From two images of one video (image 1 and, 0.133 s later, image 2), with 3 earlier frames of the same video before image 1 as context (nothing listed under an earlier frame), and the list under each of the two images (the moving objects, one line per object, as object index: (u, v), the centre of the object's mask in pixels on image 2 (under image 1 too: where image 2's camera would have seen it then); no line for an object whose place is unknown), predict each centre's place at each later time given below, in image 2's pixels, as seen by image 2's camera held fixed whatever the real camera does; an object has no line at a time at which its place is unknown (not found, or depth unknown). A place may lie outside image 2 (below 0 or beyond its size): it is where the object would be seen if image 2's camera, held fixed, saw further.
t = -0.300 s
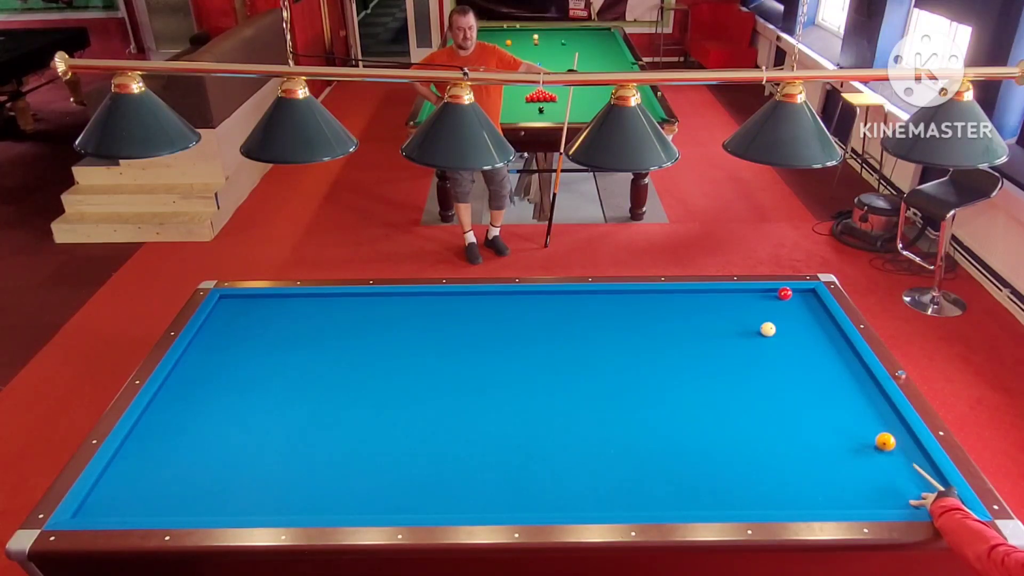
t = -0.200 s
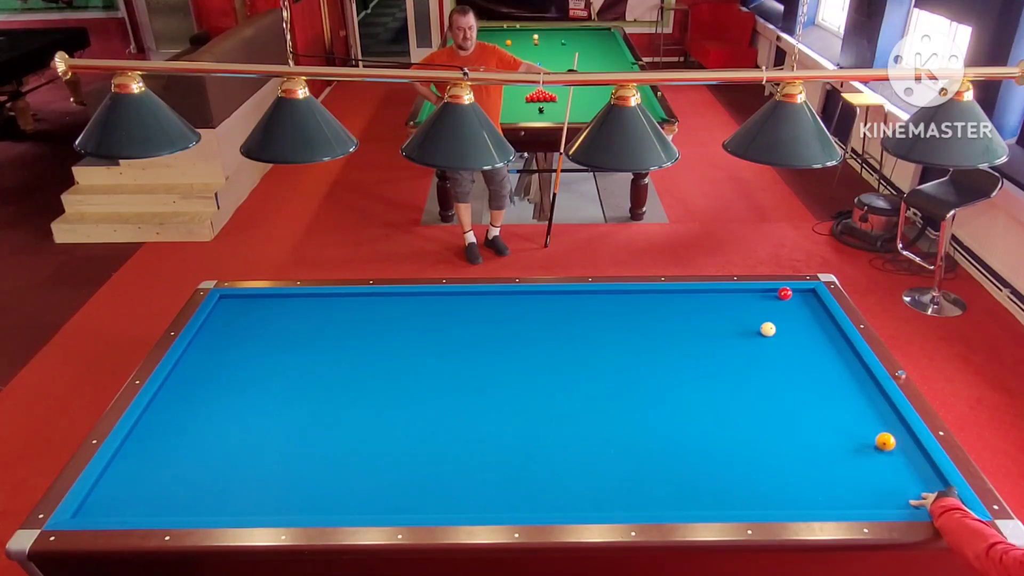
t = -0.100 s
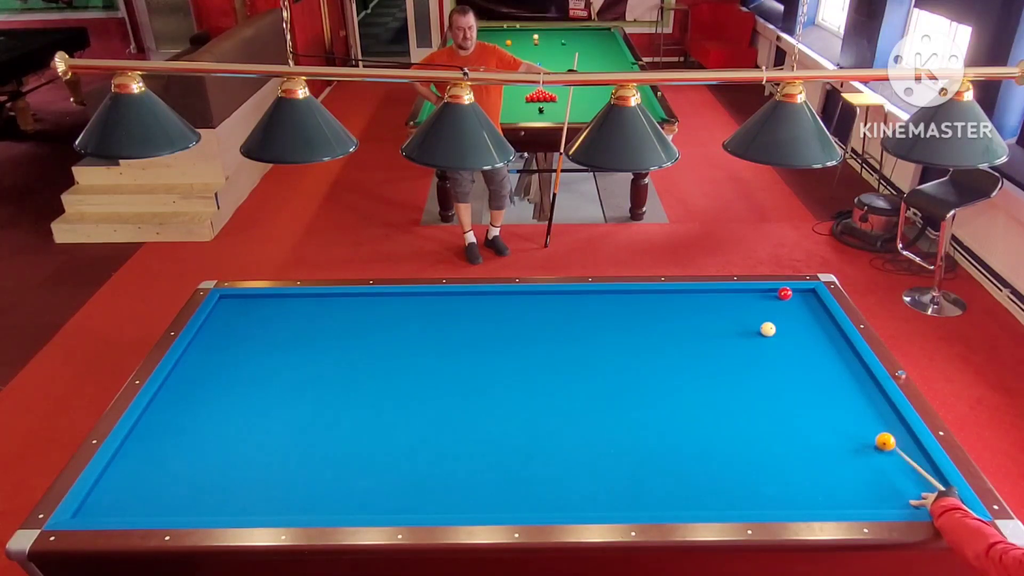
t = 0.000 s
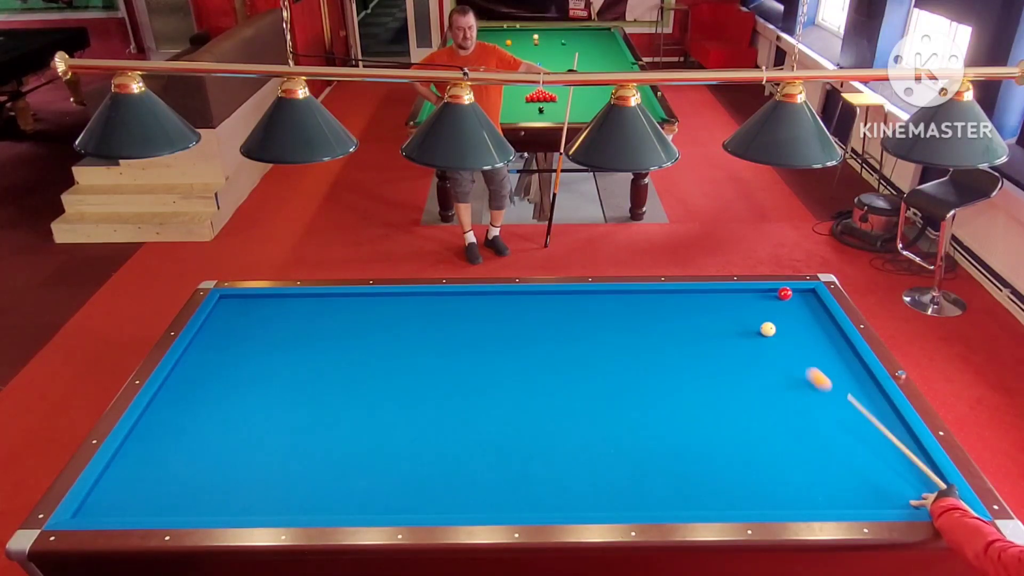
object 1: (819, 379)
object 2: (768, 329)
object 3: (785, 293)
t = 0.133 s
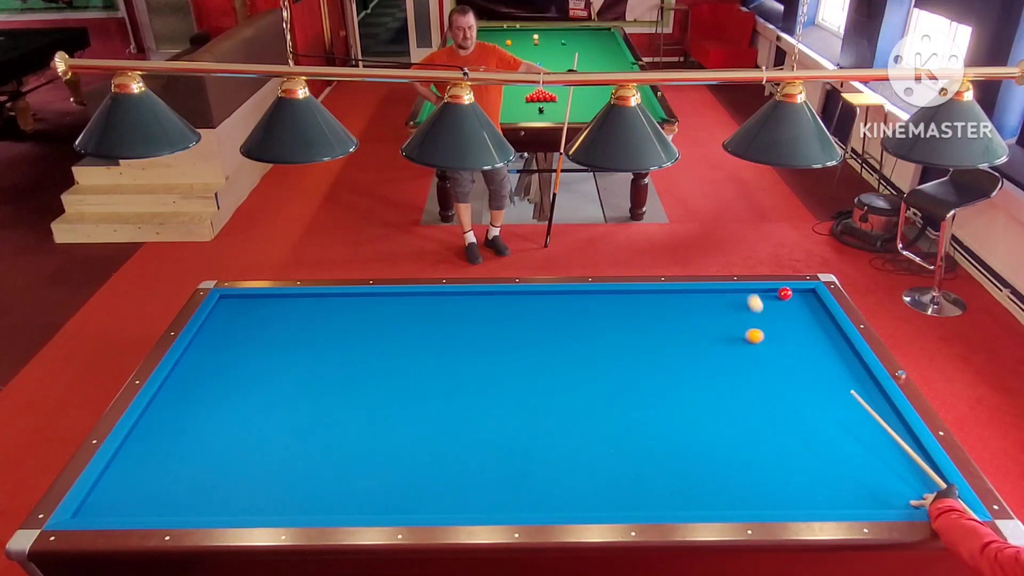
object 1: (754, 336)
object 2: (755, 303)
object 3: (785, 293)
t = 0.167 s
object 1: (744, 335)
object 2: (749, 293)
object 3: (785, 293)
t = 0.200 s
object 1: (734, 334)
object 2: (755, 302)
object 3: (785, 293)
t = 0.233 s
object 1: (724, 333)
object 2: (761, 313)
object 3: (785, 293)
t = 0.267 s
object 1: (713, 331)
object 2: (767, 324)
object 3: (785, 293)
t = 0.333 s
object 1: (693, 327)
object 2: (780, 347)
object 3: (785, 293)
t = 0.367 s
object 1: (682, 325)
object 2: (786, 359)
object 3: (785, 293)
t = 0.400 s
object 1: (672, 322)
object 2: (793, 371)
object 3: (785, 293)
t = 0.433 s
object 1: (662, 319)
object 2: (800, 383)
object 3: (785, 293)
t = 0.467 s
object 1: (652, 317)
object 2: (807, 396)
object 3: (785, 293)
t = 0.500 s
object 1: (642, 314)
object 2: (815, 409)
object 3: (785, 293)
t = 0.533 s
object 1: (632, 310)
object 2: (822, 422)
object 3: (785, 293)
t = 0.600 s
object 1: (612, 303)
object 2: (838, 450)
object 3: (785, 293)
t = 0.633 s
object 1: (602, 299)
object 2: (846, 464)
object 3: (785, 293)
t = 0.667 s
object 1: (593, 295)
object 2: (855, 480)
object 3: (785, 293)
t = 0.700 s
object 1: (584, 294)
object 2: (864, 496)
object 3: (785, 293)
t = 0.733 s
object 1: (575, 298)
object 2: (867, 500)
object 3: (785, 293)
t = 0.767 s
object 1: (565, 301)
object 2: (859, 487)
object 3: (785, 293)
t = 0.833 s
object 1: (545, 307)
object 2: (846, 463)
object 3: (785, 293)
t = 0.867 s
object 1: (536, 309)
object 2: (840, 452)
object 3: (785, 293)
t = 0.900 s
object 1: (526, 312)
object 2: (835, 441)
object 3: (785, 293)
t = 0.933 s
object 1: (516, 314)
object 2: (830, 432)
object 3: (785, 293)
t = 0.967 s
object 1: (506, 317)
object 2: (825, 423)
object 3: (785, 293)
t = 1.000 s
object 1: (496, 319)
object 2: (821, 415)
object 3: (785, 293)
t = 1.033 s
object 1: (486, 322)
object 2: (817, 407)
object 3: (785, 293)
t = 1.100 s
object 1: (465, 327)
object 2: (809, 393)
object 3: (785, 293)
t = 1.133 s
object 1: (454, 329)
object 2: (806, 387)
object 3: (785, 293)
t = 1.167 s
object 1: (444, 332)
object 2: (803, 381)
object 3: (785, 293)
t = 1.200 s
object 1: (433, 335)
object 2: (800, 375)
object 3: (785, 293)
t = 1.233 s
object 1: (422, 337)
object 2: (797, 370)
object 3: (785, 293)
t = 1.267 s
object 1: (411, 340)
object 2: (794, 364)
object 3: (785, 293)
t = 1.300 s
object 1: (400, 343)
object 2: (791, 359)
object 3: (785, 293)
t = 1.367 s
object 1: (378, 348)
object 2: (785, 348)
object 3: (785, 293)
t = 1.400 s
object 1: (367, 351)
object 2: (783, 343)
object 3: (785, 293)
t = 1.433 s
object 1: (355, 354)
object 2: (780, 338)
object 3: (785, 293)
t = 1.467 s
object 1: (344, 357)
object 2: (777, 333)
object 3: (785, 293)
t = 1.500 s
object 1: (332, 360)
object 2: (775, 328)
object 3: (785, 293)
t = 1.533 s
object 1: (320, 363)
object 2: (772, 324)
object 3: (785, 293)
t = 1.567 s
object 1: (309, 366)
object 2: (770, 319)
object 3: (785, 293)
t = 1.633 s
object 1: (285, 372)
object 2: (765, 310)
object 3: (785, 293)
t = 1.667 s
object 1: (273, 375)
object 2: (763, 306)
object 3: (785, 293)
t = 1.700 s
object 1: (261, 378)
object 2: (761, 302)
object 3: (785, 293)
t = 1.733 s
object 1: (248, 381)
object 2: (759, 298)
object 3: (785, 293)
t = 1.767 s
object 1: (236, 384)
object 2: (757, 294)
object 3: (785, 293)
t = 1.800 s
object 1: (223, 387)
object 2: (757, 294)
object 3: (785, 293)
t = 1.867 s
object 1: (197, 394)
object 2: (760, 300)
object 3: (785, 293)
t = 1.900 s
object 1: (184, 397)
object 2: (762, 303)
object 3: (785, 293)
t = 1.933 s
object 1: (171, 400)
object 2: (763, 306)
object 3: (785, 293)
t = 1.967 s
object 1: (158, 404)
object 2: (765, 308)
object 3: (785, 293)
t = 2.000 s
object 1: (156, 408)
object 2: (766, 311)
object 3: (785, 293)
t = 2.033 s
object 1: (163, 412)
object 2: (767, 313)
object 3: (785, 293)
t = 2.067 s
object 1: (169, 416)
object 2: (769, 316)
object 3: (785, 293)
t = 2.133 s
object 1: (179, 425)
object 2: (771, 321)
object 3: (785, 293)
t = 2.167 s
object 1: (184, 430)
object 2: (773, 323)
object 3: (785, 293)
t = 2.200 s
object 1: (188, 435)
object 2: (774, 326)
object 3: (785, 293)
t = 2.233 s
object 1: (192, 439)
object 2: (776, 328)
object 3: (785, 293)
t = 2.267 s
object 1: (196, 444)
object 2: (777, 331)
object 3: (785, 293)
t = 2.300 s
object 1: (200, 449)
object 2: (778, 333)
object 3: (785, 293)
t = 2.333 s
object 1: (204, 454)
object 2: (780, 336)
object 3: (785, 293)
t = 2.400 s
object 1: (212, 464)
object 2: (783, 341)
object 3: (785, 293)
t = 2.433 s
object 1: (216, 468)
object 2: (784, 344)
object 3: (785, 293)
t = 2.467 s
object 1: (221, 474)
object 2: (786, 346)
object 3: (785, 293)
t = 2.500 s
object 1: (225, 479)
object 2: (787, 349)
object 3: (785, 293)
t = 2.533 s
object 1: (229, 484)
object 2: (789, 352)
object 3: (785, 293)
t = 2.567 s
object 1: (234, 490)
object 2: (790, 355)
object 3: (785, 293)
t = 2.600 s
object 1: (238, 495)
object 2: (792, 358)
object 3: (785, 293)
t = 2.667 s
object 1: (248, 506)
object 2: (795, 363)
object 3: (785, 293)
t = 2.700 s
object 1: (253, 509)
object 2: (797, 366)
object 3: (785, 293)
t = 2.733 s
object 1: (262, 506)
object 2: (798, 369)
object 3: (785, 293)
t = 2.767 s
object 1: (270, 502)
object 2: (800, 372)
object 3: (785, 293)
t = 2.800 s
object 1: (279, 498)
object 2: (801, 375)
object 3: (785, 293)
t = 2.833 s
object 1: (287, 495)
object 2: (803, 378)
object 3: (785, 293)
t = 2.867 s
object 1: (295, 492)
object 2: (805, 381)
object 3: (785, 293)
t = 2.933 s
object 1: (310, 486)
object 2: (808, 387)
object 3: (785, 293)
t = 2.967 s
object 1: (318, 482)
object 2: (809, 390)
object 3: (785, 293)
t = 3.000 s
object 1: (325, 479)
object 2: (811, 393)
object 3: (785, 293)
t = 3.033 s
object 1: (333, 476)
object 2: (813, 396)
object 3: (785, 293)
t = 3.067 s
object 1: (340, 473)
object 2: (815, 399)
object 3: (785, 293)
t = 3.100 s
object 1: (348, 470)
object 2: (816, 402)
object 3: (785, 293)
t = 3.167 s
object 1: (362, 464)
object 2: (820, 409)
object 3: (785, 293)
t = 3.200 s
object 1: (369, 461)
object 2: (822, 412)
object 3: (785, 293)
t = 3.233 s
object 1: (376, 459)
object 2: (823, 415)
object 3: (785, 293)
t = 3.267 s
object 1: (383, 456)
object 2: (825, 418)
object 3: (785, 293)
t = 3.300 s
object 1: (390, 453)
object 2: (827, 422)
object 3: (785, 293)
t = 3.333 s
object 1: (396, 451)
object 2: (829, 425)
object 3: (785, 293)
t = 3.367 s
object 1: (403, 448)
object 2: (831, 429)
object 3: (785, 293)
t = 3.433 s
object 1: (417, 442)
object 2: (835, 435)
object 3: (785, 293)
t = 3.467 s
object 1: (423, 440)
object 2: (837, 439)
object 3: (785, 293)
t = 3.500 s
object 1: (429, 437)
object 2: (839, 442)
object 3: (785, 293)
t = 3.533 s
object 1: (436, 434)
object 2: (841, 446)
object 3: (785, 293)
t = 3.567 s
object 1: (442, 432)
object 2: (843, 449)
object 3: (785, 293)
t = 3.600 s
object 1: (448, 430)
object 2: (845, 453)
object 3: (785, 293)
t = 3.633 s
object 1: (454, 427)
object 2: (847, 457)
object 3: (785, 293)
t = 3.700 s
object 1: (466, 422)
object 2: (851, 464)
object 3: (785, 293)
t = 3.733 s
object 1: (472, 420)
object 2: (853, 468)
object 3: (785, 293)
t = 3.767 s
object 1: (478, 417)
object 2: (855, 472)
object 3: (785, 293)
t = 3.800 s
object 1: (484, 415)
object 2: (857, 475)
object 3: (785, 293)
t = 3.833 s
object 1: (490, 413)
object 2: (859, 479)
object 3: (785, 293)
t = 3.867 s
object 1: (496, 410)
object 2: (861, 483)
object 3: (785, 293)
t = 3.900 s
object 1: (501, 408)
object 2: (863, 487)
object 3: (785, 293)
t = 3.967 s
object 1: (512, 404)
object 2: (868, 495)
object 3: (785, 293)
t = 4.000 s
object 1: (518, 401)
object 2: (870, 499)
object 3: (785, 293)
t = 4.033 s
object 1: (524, 399)
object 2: (872, 502)
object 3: (785, 293)
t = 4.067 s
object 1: (529, 397)
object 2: (873, 503)
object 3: (785, 293)
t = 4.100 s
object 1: (534, 395)
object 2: (871, 501)
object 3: (785, 293)
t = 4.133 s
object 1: (539, 393)
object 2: (870, 499)
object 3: (785, 293)
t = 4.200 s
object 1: (550, 389)
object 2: (868, 494)
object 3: (785, 293)
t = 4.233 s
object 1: (555, 387)
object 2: (866, 492)
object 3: (785, 293)
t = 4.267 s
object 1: (560, 384)
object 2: (865, 490)
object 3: (785, 293)
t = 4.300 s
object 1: (565, 382)
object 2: (864, 488)
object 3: (785, 293)
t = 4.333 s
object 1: (570, 381)
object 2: (863, 485)
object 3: (785, 293)
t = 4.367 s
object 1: (575, 379)
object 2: (862, 483)
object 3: (785, 293)
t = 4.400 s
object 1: (580, 377)
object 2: (861, 481)
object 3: (785, 293)
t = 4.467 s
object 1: (589, 373)
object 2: (858, 477)
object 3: (785, 293)
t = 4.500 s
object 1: (594, 371)
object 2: (857, 475)
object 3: (785, 293)
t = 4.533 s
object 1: (599, 369)
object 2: (856, 473)
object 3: (785, 293)
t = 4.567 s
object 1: (603, 367)
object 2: (855, 471)
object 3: (785, 293)
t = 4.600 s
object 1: (608, 365)
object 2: (854, 469)
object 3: (785, 293)
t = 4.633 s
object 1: (613, 363)
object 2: (853, 467)
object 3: (785, 293)
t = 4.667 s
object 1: (617, 362)
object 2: (852, 466)
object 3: (785, 293)
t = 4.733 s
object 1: (626, 358)
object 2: (850, 462)
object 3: (785, 293)
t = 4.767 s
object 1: (631, 356)
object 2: (849, 460)
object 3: (785, 293)
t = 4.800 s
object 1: (635, 354)
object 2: (848, 458)
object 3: (785, 293)
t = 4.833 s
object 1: (639, 353)
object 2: (847, 456)
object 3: (785, 293)
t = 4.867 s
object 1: (644, 351)
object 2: (846, 455)
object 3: (785, 293)
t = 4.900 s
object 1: (648, 349)
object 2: (845, 453)
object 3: (785, 293)
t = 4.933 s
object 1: (652, 348)
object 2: (844, 451)
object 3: (785, 293)
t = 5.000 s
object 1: (660, 344)
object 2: (842, 448)
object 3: (785, 293)
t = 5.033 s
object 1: (664, 343)
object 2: (841, 446)
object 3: (785, 293)
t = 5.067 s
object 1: (668, 341)
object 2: (840, 444)
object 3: (785, 293)
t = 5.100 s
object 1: (673, 339)
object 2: (840, 443)
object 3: (785, 293)
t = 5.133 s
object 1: (676, 338)
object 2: (839, 441)
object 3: (785, 293)
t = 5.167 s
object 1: (680, 336)
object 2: (838, 440)
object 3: (785, 293)
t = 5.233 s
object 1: (688, 333)
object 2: (836, 436)
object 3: (785, 293)
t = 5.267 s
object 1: (692, 332)
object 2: (835, 435)
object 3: (785, 293)
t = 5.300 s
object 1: (696, 330)
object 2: (834, 433)
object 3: (785, 293)
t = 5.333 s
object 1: (700, 329)
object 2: (834, 432)
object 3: (785, 293)
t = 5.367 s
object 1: (703, 327)
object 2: (833, 430)
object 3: (785, 293)
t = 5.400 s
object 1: (707, 326)
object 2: (832, 429)
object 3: (785, 293)
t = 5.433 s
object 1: (710, 324)
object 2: (831, 427)
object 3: (785, 293)
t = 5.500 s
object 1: (718, 321)
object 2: (830, 425)
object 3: (785, 293)
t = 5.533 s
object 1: (721, 320)
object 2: (829, 423)
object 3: (785, 293)
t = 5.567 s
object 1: (725, 319)
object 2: (828, 422)
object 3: (785, 293)
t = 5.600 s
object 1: (729, 317)
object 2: (827, 420)
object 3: (785, 293)
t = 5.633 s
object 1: (732, 316)
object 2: (827, 419)
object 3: (785, 293)
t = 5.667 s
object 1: (736, 315)
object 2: (826, 418)
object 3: (785, 293)
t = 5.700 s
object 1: (739, 313)
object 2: (825, 416)
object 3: (785, 293)
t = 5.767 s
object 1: (746, 310)
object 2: (824, 414)
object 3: (785, 293)
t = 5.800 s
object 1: (749, 309)
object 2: (823, 412)
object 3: (785, 293)
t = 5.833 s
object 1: (753, 308)
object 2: (822, 411)
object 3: (785, 293)
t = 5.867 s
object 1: (756, 307)
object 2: (822, 410)
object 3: (785, 293)
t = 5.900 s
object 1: (759, 305)
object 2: (821, 409)
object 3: (785, 293)
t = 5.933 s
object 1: (762, 304)
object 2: (820, 407)
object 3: (785, 293)
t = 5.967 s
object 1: (765, 303)
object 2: (820, 406)
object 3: (785, 293)
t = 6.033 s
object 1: (772, 301)
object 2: (819, 404)
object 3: (785, 293)
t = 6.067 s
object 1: (775, 299)
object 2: (818, 402)
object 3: (786, 293)
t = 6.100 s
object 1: (778, 298)
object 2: (817, 401)
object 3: (786, 292)
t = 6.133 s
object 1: (779, 298)
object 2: (817, 400)
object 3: (788, 292)
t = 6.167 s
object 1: (780, 298)
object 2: (816, 399)
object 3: (790, 292)
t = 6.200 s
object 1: (782, 298)
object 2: (815, 398)
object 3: (792, 293)
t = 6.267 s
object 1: (784, 298)
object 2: (814, 396)
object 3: (796, 294)
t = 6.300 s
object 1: (785, 298)
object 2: (814, 395)
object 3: (797, 295)
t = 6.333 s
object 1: (787, 298)
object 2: (813, 394)
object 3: (799, 295)
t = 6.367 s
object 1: (788, 297)
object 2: (812, 392)
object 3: (801, 296)
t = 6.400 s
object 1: (789, 297)
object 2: (812, 391)
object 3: (803, 297)
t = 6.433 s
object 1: (790, 297)
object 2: (811, 390)
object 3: (805, 298)
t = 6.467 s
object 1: (792, 297)
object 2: (810, 389)
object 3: (807, 298)
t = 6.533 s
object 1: (794, 297)
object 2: (809, 387)
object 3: (810, 299)
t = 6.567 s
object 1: (795, 297)
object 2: (809, 386)
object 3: (812, 300)
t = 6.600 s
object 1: (796, 297)
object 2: (808, 385)
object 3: (814, 301)
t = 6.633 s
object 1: (797, 297)
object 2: (807, 384)
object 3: (816, 301)
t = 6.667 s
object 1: (798, 297)
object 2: (807, 383)
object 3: (816, 302)
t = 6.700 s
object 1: (799, 297)
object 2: (806, 382)
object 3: (816, 303)
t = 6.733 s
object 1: (800, 297)
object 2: (806, 382)
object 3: (816, 304)
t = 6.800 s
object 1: (803, 297)
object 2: (805, 380)
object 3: (815, 305)
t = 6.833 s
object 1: (804, 297)
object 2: (804, 379)
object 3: (814, 306)
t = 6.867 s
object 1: (805, 297)
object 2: (804, 378)
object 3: (814, 307)
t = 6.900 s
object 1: (806, 297)
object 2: (803, 377)
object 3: (814, 307)
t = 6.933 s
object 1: (807, 297)
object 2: (803, 376)
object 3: (814, 308)
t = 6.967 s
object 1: (808, 296)
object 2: (802, 375)
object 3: (813, 308)
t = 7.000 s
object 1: (809, 296)
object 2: (802, 374)
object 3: (813, 309)
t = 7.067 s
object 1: (811, 297)
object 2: (801, 372)
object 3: (812, 310)
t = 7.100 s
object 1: (812, 296)
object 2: (800, 372)
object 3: (812, 311)
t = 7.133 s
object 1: (813, 296)
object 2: (800, 371)
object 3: (811, 311)
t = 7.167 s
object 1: (813, 296)
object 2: (799, 370)
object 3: (811, 312)
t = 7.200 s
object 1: (812, 296)
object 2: (799, 369)
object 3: (811, 313)
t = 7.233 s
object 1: (811, 296)
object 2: (798, 368)
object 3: (810, 314)
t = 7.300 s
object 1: (810, 296)
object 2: (797, 367)
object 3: (809, 315)
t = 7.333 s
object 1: (809, 296)
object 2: (797, 366)
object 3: (809, 316)
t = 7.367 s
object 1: (809, 295)
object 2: (796, 365)
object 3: (809, 316)
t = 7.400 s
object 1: (808, 295)
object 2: (796, 365)
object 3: (808, 317)
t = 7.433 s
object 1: (808, 295)
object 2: (796, 364)
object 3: (808, 318)
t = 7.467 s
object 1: (807, 295)
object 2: (795, 363)
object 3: (807, 318)
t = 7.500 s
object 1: (807, 295)
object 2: (795, 362)
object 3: (807, 319)
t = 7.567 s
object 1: (806, 295)
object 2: (794, 361)
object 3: (806, 320)
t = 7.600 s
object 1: (805, 295)
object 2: (793, 360)
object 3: (806, 321)
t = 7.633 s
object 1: (805, 294)
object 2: (793, 360)
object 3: (805, 321)
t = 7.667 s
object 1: (804, 294)
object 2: (792, 359)
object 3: (805, 322)
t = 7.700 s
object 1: (804, 294)
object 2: (792, 358)
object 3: (805, 323)
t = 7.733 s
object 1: (803, 294)
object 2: (792, 358)
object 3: (804, 323)
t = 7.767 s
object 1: (803, 294)
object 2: (791, 357)
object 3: (804, 324)
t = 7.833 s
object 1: (802, 294)
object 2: (791, 356)
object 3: (803, 325)
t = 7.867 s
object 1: (802, 294)
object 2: (790, 355)
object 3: (803, 326)
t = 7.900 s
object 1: (802, 293)
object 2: (790, 354)
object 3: (802, 326)
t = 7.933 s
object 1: (801, 293)
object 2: (789, 354)
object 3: (802, 327)
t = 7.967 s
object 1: (801, 293)
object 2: (789, 353)
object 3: (802, 327)
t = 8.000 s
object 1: (801, 293)
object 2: (789, 352)
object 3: (801, 328)
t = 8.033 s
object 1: (800, 293)
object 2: (788, 352)
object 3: (801, 329)
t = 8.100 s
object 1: (800, 293)
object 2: (788, 351)
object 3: (800, 330)
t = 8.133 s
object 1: (800, 293)
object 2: (788, 350)
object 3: (800, 330)
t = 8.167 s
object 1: (799, 293)
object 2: (787, 350)
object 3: (800, 331)
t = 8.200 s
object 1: (799, 293)
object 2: (787, 349)
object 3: (799, 332)
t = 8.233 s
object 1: (799, 293)
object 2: (787, 349)
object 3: (799, 332)
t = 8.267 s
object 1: (798, 293)
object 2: (787, 348)
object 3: (799, 333)
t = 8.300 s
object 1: (798, 292)
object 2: (786, 348)
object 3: (798, 333)
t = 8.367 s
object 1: (797, 292)
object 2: (786, 347)
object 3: (798, 334)
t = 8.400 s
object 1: (798, 292)
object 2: (786, 346)
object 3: (798, 335)
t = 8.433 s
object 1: (797, 292)
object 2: (785, 346)
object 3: (798, 335)
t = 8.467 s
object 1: (797, 292)
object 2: (785, 345)
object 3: (797, 336)
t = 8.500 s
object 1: (797, 292)
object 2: (785, 345)
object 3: (797, 336)
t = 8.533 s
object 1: (797, 292)
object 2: (785, 344)
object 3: (797, 337)
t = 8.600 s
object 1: (796, 292)
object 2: (784, 343)
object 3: (797, 338)
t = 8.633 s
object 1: (796, 292)
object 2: (784, 343)
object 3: (797, 338)
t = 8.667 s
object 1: (796, 292)
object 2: (784, 343)
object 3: (797, 339)
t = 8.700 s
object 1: (796, 292)
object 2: (783, 342)
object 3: (796, 339)
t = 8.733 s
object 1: (796, 292)
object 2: (782, 342)
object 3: (797, 339)
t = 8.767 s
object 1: (796, 292)
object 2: (781, 342)
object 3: (797, 340)
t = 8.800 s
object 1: (796, 292)
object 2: (781, 342)
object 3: (797, 340)
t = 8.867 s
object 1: (796, 292)
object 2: (779, 342)
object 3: (797, 341)
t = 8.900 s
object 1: (796, 292)
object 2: (779, 341)
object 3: (798, 341)
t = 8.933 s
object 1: (796, 292)
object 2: (778, 341)
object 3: (798, 341)
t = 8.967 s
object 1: (796, 292)
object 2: (777, 341)
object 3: (798, 341)
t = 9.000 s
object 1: (796, 292)
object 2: (777, 341)
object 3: (798, 342)
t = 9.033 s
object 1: (796, 292)
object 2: (776, 341)
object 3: (799, 342)
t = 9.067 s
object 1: (796, 292)
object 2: (775, 341)
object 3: (799, 342)
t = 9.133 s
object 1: (796, 292)
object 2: (774, 341)
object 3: (800, 342)
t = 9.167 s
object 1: (796, 292)
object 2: (774, 340)
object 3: (800, 343)
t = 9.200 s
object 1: (796, 292)
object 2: (773, 340)
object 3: (800, 343)
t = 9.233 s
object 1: (796, 292)
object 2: (772, 340)
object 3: (801, 343)
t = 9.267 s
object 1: (796, 292)
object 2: (772, 340)
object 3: (801, 343)
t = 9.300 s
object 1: (796, 292)
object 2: (771, 340)
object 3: (801, 343)
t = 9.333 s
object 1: (796, 292)
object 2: (771, 340)
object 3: (802, 344)
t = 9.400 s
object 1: (796, 292)
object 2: (770, 340)
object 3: (802, 344)
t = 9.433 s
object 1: (796, 292)
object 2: (769, 339)
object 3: (802, 344)
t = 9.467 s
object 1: (796, 292)
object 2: (769, 340)
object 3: (802, 344)
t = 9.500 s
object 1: (796, 292)
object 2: (768, 339)
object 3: (803, 344)
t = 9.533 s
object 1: (796, 292)
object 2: (768, 339)
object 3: (803, 345)
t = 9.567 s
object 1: (796, 292)
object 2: (767, 339)
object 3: (803, 345)
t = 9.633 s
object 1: (796, 292)
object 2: (767, 339)
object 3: (803, 345)
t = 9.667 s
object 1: (796, 292)
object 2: (766, 339)
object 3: (803, 345)
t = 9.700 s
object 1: (796, 292)
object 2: (766, 339)
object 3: (803, 345)
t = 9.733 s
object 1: (796, 292)
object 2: (766, 339)
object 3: (804, 345)
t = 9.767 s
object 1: (796, 292)
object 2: (765, 339)
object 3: (804, 345)
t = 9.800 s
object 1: (796, 292)
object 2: (765, 339)
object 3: (804, 345)
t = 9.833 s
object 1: (796, 292)
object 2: (764, 339)
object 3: (804, 346)
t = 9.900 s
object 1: (796, 292)
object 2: (764, 339)
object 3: (804, 346)
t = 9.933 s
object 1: (796, 292)
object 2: (764, 339)
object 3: (804, 346)
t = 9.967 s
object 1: (796, 292)
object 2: (763, 338)
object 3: (804, 346)
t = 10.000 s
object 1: (796, 292)
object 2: (763, 338)
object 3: (804, 346)
